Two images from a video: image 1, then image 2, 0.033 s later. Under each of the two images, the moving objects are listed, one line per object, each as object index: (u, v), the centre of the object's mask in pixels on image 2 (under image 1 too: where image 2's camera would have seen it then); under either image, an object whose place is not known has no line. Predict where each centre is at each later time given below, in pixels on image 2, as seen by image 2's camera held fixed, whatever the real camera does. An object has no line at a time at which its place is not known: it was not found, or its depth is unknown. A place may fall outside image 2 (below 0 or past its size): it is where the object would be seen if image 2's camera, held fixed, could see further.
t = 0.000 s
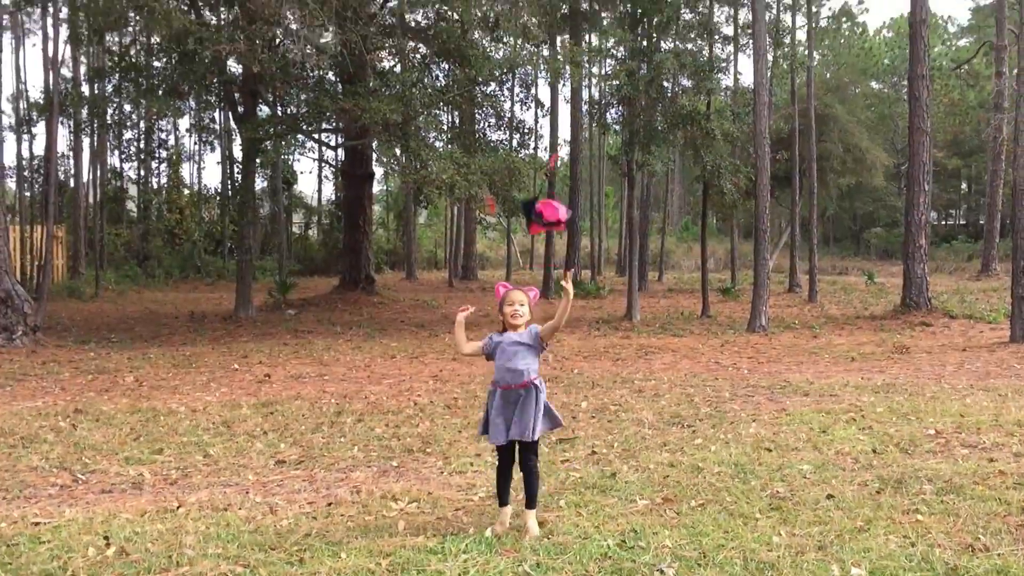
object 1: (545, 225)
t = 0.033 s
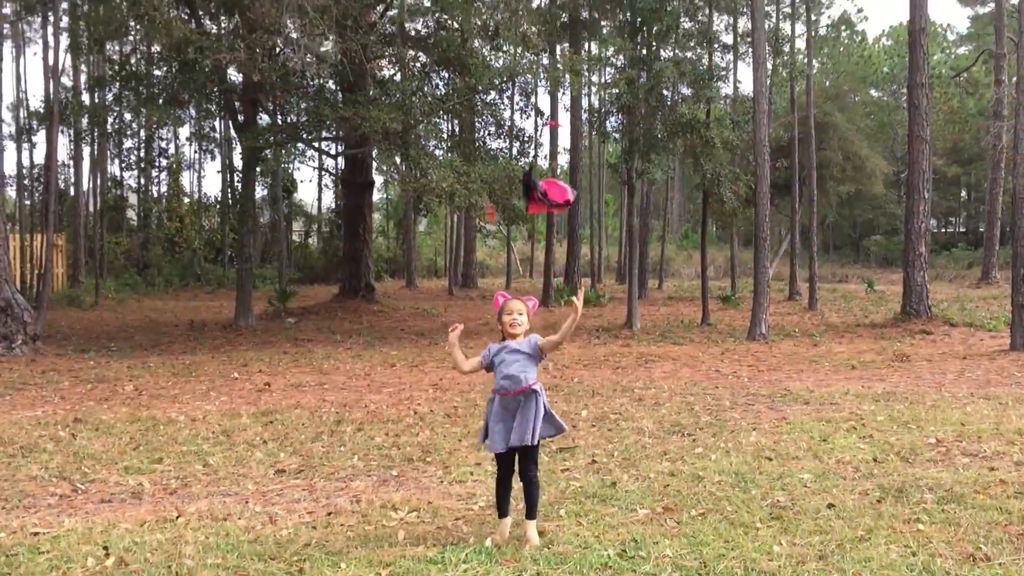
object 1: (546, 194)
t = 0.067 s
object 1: (547, 167)
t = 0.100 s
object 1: (550, 145)
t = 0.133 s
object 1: (552, 125)
